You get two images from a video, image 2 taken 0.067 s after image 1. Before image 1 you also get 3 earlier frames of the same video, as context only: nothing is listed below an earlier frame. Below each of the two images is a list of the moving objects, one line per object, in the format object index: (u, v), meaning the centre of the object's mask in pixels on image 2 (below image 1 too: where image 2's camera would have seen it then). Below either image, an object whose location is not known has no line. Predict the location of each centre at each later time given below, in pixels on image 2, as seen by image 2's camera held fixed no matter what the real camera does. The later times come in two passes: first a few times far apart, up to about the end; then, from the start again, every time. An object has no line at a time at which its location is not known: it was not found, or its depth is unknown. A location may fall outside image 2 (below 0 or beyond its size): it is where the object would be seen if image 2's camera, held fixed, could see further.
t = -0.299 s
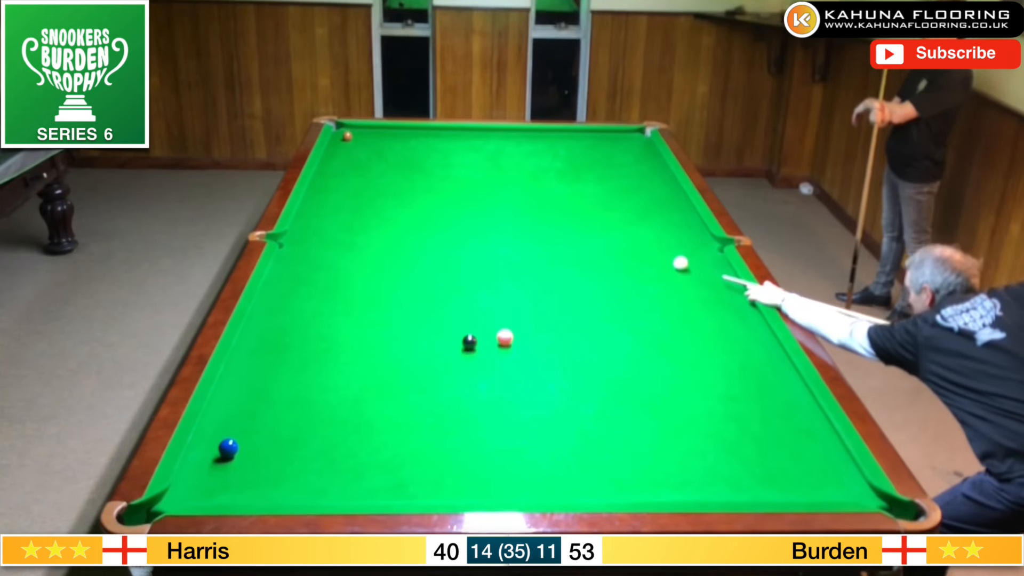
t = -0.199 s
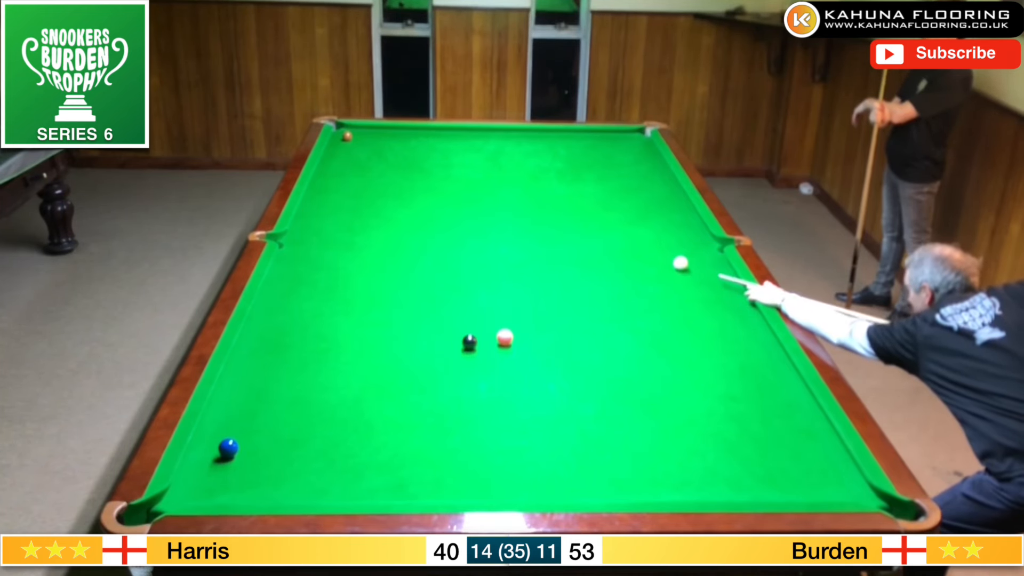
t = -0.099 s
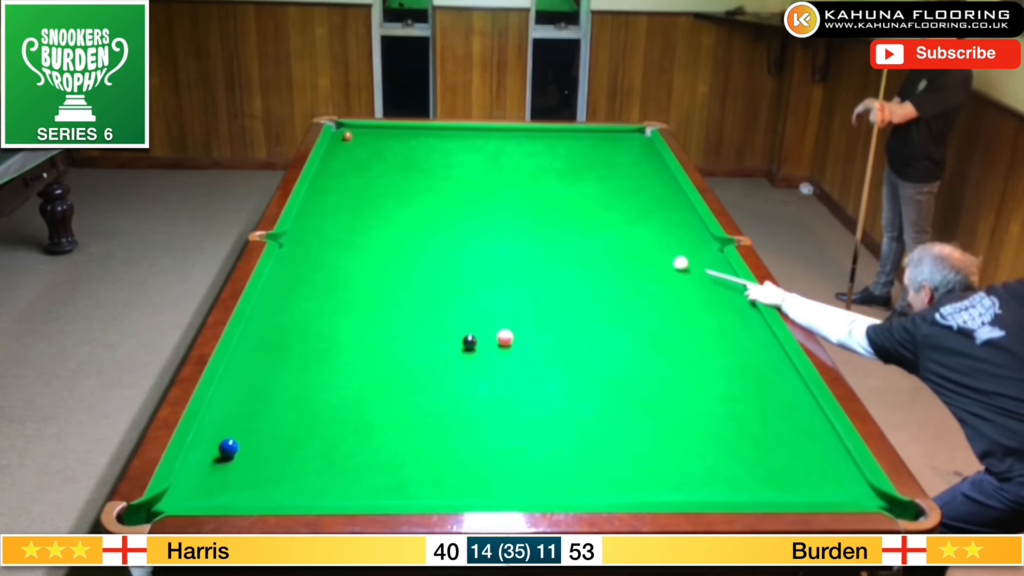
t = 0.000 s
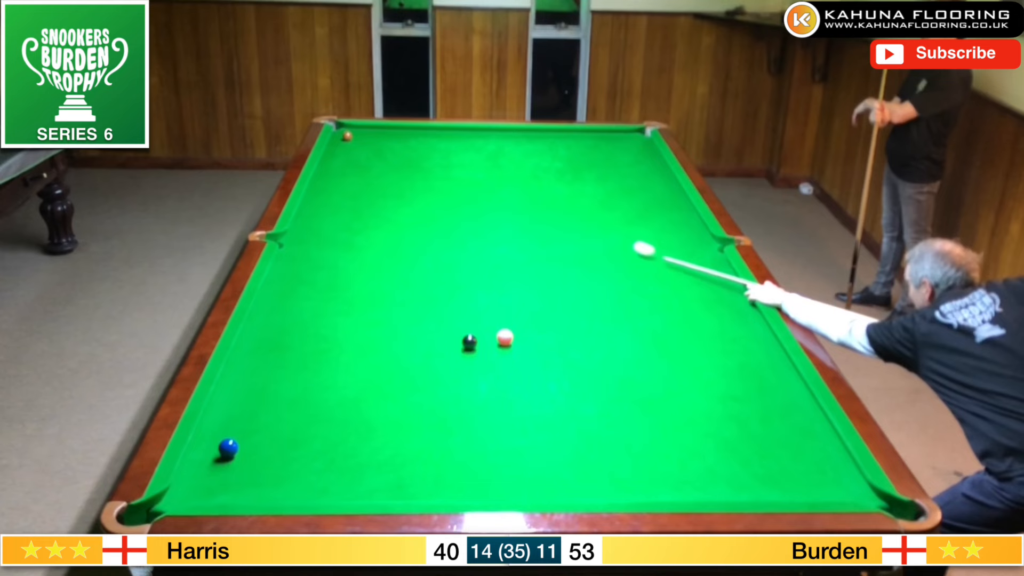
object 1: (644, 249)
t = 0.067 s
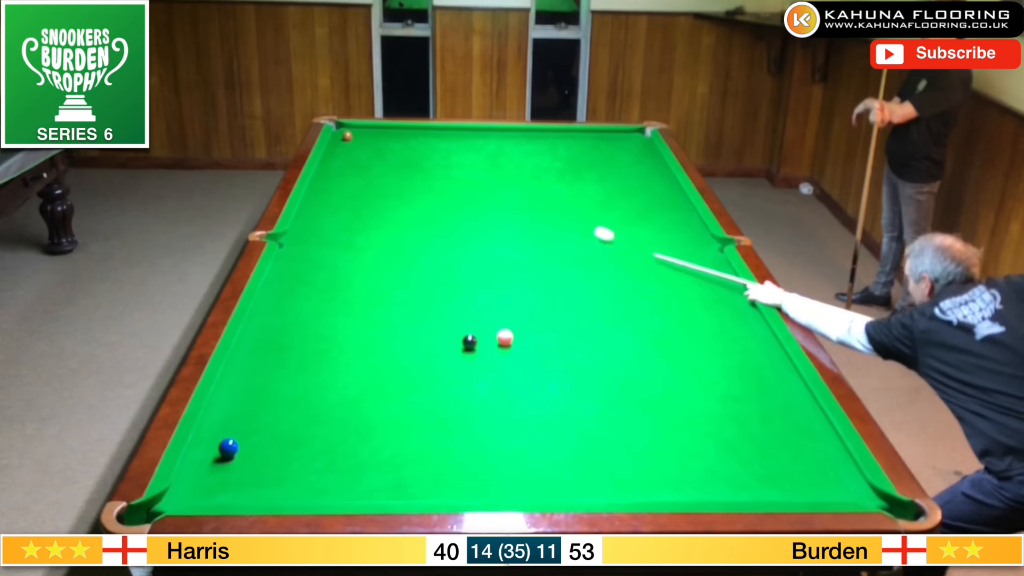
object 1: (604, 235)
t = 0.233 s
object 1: (523, 204)
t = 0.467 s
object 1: (433, 170)
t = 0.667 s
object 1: (369, 145)
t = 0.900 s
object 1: (340, 139)
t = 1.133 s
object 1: (360, 138)
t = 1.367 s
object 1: (375, 135)
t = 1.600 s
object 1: (388, 133)
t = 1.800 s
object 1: (398, 132)
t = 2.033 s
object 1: (410, 130)
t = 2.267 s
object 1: (420, 129)
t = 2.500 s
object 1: (429, 128)
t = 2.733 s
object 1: (434, 128)
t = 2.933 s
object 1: (438, 129)
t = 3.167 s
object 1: (442, 129)
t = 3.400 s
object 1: (446, 130)
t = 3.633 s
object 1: (448, 130)
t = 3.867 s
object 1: (449, 130)
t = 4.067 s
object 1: (449, 130)
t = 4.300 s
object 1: (449, 130)
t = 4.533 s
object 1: (449, 130)
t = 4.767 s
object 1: (449, 130)
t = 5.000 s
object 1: (449, 130)
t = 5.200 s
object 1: (449, 130)
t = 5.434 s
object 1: (449, 130)
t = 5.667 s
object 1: (449, 130)
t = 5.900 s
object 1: (449, 130)
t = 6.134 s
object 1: (449, 130)
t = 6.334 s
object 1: (449, 130)
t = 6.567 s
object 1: (449, 130)
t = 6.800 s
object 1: (449, 130)
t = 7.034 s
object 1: (449, 130)
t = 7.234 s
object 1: (449, 130)
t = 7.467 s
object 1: (449, 130)
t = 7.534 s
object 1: (449, 130)
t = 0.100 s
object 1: (586, 227)
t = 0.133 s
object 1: (569, 221)
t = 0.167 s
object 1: (552, 215)
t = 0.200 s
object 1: (537, 209)
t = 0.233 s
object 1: (523, 204)
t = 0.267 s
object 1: (508, 198)
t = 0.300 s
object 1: (495, 194)
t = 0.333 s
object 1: (482, 188)
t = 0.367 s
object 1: (469, 184)
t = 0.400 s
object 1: (457, 179)
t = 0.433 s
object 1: (445, 174)
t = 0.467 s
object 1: (433, 170)
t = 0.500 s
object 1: (422, 165)
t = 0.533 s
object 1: (411, 161)
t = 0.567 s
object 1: (400, 157)
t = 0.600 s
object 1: (389, 153)
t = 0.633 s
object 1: (379, 149)
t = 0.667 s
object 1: (369, 145)
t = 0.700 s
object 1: (359, 141)
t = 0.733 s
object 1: (349, 138)
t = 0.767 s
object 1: (345, 138)
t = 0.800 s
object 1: (340, 138)
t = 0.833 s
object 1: (335, 139)
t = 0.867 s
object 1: (336, 139)
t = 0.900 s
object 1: (340, 139)
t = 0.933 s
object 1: (344, 139)
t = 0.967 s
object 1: (347, 139)
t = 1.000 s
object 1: (350, 139)
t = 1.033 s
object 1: (353, 139)
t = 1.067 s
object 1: (356, 138)
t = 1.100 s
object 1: (358, 138)
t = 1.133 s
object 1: (360, 138)
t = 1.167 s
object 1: (362, 137)
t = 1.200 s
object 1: (364, 137)
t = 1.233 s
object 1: (366, 137)
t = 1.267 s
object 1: (369, 136)
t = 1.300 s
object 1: (371, 136)
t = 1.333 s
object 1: (373, 136)
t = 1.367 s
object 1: (375, 135)
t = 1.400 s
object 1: (377, 135)
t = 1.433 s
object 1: (379, 135)
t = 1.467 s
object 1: (381, 134)
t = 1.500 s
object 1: (382, 134)
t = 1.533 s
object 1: (384, 134)
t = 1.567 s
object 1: (386, 133)
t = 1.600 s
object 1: (388, 133)
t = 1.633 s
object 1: (390, 133)
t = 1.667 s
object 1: (392, 133)
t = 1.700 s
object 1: (393, 132)
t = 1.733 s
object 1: (395, 132)
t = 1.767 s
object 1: (397, 132)
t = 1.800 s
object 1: (398, 132)
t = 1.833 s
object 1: (400, 132)
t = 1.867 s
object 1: (402, 131)
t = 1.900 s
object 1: (403, 131)
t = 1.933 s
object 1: (405, 131)
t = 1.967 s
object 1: (407, 131)
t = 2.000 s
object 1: (408, 131)
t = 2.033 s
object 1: (410, 130)
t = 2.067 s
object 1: (411, 130)
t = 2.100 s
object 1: (413, 130)
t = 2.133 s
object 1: (414, 130)
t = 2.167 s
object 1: (415, 129)
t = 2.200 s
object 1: (417, 129)
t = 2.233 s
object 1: (418, 129)
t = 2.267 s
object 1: (420, 129)
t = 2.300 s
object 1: (421, 128)
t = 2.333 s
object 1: (422, 128)
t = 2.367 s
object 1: (424, 128)
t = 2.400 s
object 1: (425, 128)
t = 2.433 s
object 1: (426, 128)
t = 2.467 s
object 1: (427, 128)
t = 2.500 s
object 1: (429, 128)
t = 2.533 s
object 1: (430, 128)
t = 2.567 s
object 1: (430, 128)
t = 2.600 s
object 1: (431, 128)
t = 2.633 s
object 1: (432, 128)
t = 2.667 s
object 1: (433, 128)
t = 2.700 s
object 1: (434, 128)
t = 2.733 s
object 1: (434, 128)
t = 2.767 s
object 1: (435, 128)
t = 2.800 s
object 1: (436, 128)
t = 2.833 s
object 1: (436, 128)
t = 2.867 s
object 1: (437, 128)
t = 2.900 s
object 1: (438, 129)
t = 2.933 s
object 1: (438, 129)
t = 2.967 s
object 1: (439, 129)
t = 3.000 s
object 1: (440, 129)
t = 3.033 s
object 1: (440, 129)
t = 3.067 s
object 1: (441, 129)
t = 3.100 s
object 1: (441, 129)
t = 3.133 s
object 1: (442, 129)
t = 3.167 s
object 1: (442, 129)
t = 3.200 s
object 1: (443, 129)
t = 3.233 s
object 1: (443, 129)
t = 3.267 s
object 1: (444, 129)
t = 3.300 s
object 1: (444, 129)
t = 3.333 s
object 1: (445, 129)
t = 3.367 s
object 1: (445, 129)
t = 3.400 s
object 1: (446, 130)
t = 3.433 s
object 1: (446, 130)
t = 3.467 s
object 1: (446, 130)
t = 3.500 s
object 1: (447, 130)
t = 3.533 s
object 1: (447, 130)
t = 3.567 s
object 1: (447, 130)
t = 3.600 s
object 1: (447, 130)
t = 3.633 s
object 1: (448, 130)
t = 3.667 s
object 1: (448, 130)
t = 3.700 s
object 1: (448, 130)
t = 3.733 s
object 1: (448, 130)
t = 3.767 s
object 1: (448, 130)
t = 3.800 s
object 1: (448, 130)
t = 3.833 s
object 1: (449, 130)
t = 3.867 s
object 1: (449, 130)
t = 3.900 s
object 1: (449, 130)
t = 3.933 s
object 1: (449, 130)
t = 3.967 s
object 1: (449, 130)
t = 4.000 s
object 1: (449, 130)
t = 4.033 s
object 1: (449, 130)
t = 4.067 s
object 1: (449, 130)
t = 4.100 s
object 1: (449, 130)
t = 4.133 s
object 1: (449, 130)
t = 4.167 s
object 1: (449, 130)
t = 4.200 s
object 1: (449, 130)
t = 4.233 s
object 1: (449, 130)
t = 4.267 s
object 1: (449, 130)
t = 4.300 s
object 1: (449, 130)
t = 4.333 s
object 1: (449, 130)
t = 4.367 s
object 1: (449, 130)
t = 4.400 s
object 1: (449, 130)
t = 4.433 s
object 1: (449, 130)
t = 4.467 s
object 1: (449, 130)
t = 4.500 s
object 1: (449, 130)
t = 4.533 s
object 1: (449, 130)
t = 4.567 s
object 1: (449, 130)
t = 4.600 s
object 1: (449, 130)
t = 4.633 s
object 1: (449, 130)
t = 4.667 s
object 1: (449, 130)
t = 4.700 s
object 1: (449, 130)
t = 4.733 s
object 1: (449, 130)
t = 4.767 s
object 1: (449, 130)
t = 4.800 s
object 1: (449, 130)
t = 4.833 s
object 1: (449, 130)
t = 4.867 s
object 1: (449, 130)
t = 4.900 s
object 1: (449, 130)
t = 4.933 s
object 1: (449, 130)
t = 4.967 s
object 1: (449, 130)
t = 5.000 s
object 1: (449, 130)
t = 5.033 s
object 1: (449, 130)
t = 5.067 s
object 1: (449, 130)
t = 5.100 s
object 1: (449, 130)
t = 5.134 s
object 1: (449, 130)
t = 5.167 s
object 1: (449, 130)
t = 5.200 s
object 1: (449, 130)
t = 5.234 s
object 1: (449, 130)
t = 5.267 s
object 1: (449, 130)
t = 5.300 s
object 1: (449, 130)
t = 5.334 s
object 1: (449, 130)
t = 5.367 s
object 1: (449, 130)
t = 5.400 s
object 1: (449, 130)
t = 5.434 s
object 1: (449, 130)
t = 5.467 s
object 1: (449, 130)
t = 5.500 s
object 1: (449, 130)
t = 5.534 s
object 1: (449, 130)
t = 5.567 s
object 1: (449, 130)
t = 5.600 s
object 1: (449, 130)
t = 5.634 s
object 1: (449, 130)
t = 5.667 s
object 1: (449, 130)
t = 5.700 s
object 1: (449, 130)
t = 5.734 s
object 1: (449, 130)
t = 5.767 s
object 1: (449, 130)
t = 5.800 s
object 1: (449, 130)
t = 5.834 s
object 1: (449, 130)
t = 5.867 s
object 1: (449, 130)
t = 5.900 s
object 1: (449, 130)
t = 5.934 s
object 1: (449, 130)
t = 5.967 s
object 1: (449, 130)
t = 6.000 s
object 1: (449, 130)
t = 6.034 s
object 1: (449, 130)
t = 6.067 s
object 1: (449, 130)
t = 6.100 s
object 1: (449, 130)
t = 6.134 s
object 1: (449, 130)
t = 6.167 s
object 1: (449, 130)
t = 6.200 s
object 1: (449, 130)
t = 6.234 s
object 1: (449, 130)
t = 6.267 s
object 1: (449, 130)
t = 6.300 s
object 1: (449, 130)
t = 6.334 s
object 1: (449, 130)
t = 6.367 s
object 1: (449, 130)
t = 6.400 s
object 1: (449, 130)
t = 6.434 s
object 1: (449, 130)
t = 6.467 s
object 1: (449, 130)
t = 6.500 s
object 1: (449, 130)
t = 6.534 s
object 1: (449, 130)
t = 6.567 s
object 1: (449, 130)
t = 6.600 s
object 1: (449, 130)
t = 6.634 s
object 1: (449, 130)
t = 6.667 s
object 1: (449, 130)
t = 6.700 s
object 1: (449, 130)
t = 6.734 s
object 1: (449, 130)
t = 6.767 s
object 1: (449, 130)
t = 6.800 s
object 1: (449, 130)
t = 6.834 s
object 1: (449, 130)
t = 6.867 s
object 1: (449, 130)
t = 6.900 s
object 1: (449, 130)
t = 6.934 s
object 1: (449, 130)
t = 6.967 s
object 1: (449, 130)
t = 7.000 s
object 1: (449, 130)
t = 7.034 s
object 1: (449, 130)
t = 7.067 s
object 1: (449, 130)
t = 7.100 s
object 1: (449, 130)
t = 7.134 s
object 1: (449, 130)
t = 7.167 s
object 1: (449, 130)
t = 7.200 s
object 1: (449, 130)
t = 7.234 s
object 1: (449, 130)
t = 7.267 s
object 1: (449, 130)
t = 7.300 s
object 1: (449, 130)
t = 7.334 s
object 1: (449, 130)
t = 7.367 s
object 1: (449, 130)
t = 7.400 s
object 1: (449, 130)
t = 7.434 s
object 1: (449, 130)
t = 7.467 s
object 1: (449, 130)
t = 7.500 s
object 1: (449, 130)
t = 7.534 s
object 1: (449, 130)
